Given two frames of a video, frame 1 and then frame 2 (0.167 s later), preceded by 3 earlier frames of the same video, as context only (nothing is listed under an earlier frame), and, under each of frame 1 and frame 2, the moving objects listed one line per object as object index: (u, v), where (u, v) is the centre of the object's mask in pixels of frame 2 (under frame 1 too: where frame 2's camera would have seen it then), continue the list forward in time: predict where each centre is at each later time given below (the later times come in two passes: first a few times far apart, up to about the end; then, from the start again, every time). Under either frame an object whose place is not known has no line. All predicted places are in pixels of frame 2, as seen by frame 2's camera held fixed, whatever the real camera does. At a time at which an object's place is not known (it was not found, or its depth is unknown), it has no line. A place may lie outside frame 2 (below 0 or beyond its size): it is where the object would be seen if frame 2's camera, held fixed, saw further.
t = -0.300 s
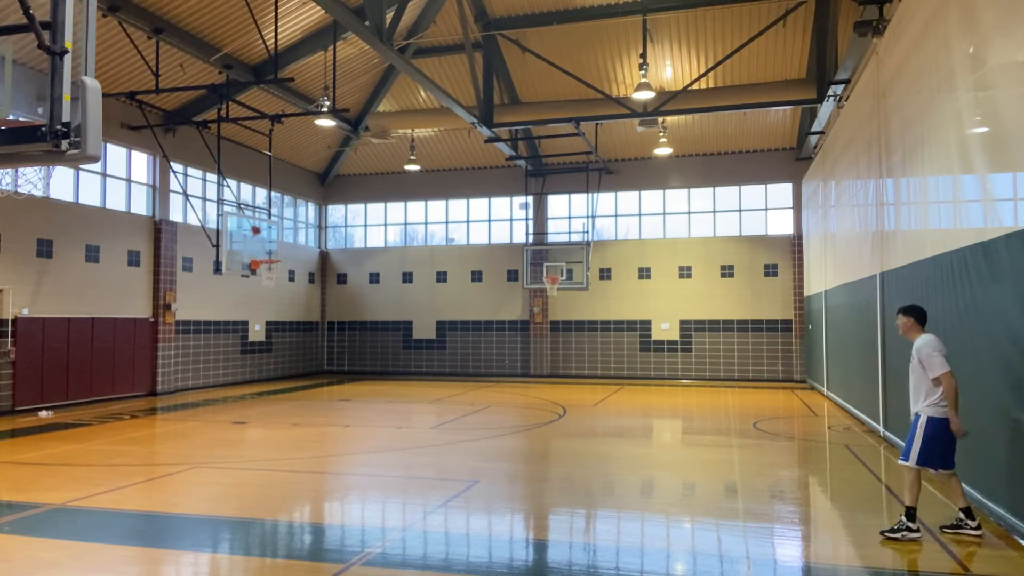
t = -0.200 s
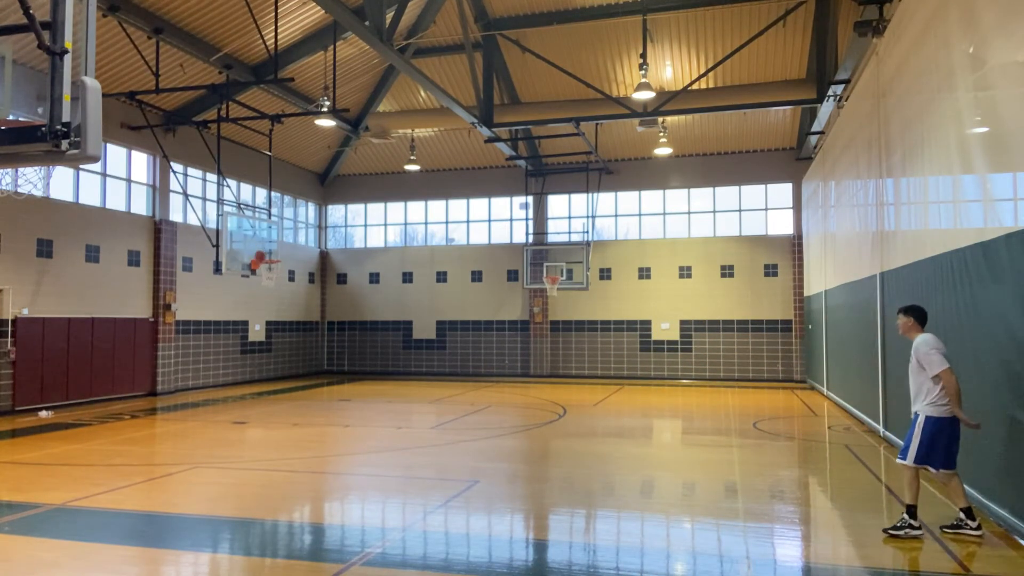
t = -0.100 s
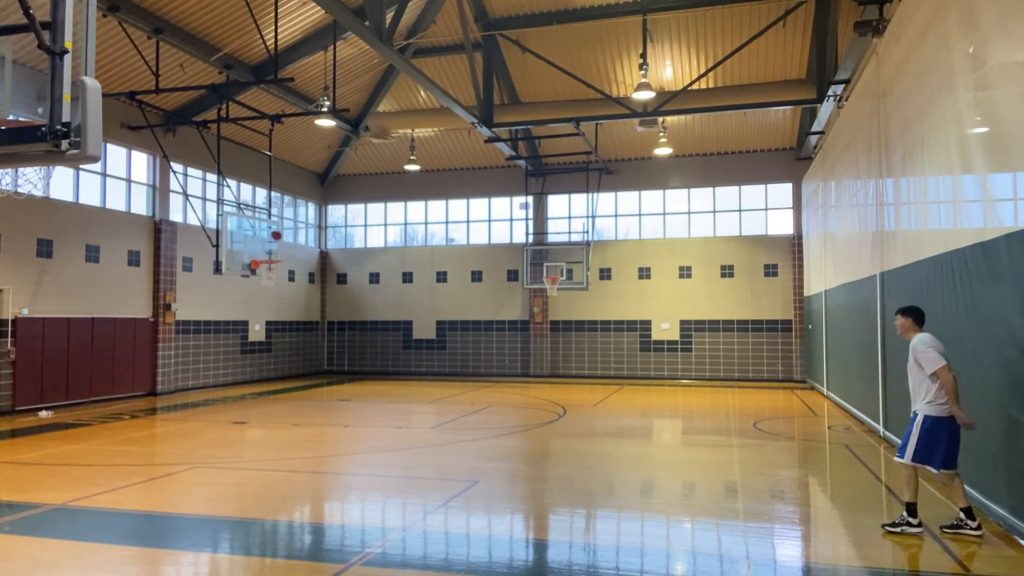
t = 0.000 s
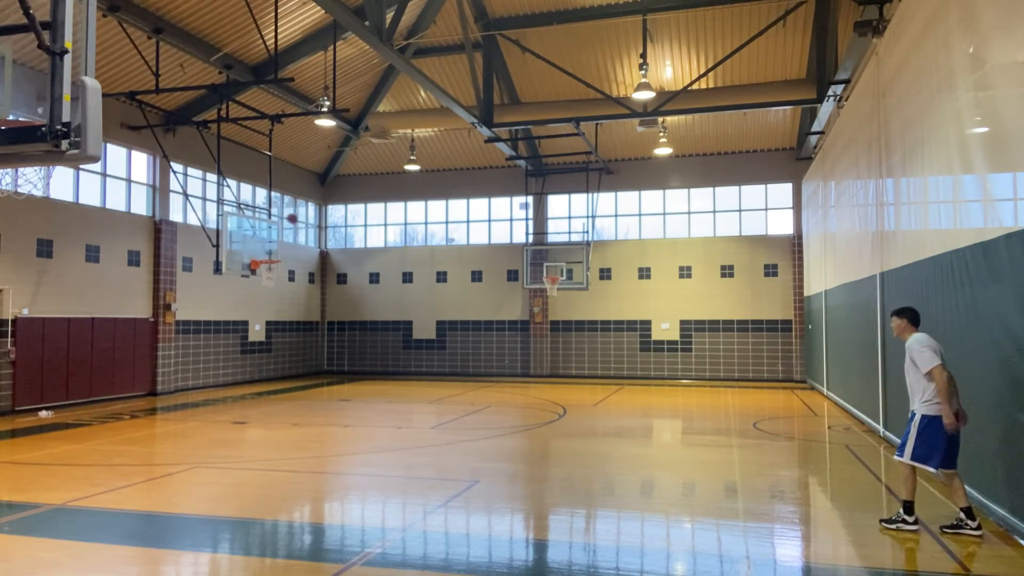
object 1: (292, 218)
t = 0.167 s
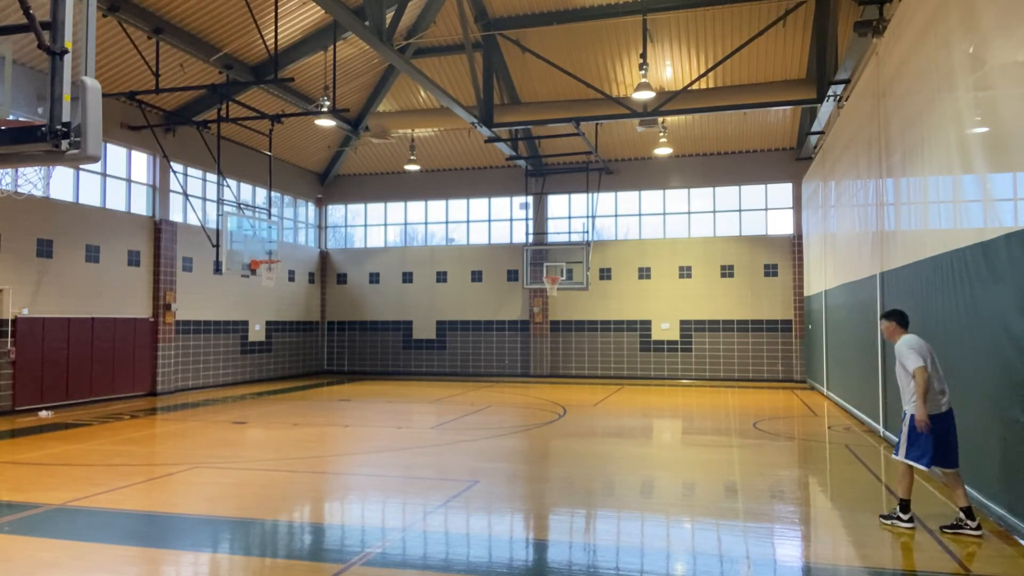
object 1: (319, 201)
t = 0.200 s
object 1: (324, 199)
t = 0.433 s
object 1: (363, 204)
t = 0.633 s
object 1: (396, 230)
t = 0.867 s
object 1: (436, 289)
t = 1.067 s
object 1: (469, 364)
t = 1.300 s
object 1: (508, 383)
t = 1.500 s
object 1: (542, 338)
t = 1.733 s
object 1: (582, 314)
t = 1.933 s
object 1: (619, 319)
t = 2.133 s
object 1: (654, 347)
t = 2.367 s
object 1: (699, 414)
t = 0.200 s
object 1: (324, 199)
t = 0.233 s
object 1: (329, 198)
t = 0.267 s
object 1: (334, 198)
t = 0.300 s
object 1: (339, 198)
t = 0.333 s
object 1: (346, 199)
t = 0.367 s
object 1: (352, 200)
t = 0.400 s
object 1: (357, 202)
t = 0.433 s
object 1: (363, 204)
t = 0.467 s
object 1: (368, 206)
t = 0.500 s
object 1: (374, 210)
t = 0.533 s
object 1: (379, 214)
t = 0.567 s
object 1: (385, 219)
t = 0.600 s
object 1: (390, 224)
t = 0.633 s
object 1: (396, 230)
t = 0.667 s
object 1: (402, 237)
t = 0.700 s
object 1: (408, 244)
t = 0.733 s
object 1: (413, 252)
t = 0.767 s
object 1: (419, 260)
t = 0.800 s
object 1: (424, 269)
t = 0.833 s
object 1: (430, 279)
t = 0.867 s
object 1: (436, 289)
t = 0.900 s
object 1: (441, 300)
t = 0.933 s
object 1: (447, 312)
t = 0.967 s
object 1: (452, 325)
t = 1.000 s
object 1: (458, 336)
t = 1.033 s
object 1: (464, 350)
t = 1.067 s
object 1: (469, 364)
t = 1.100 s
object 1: (475, 380)
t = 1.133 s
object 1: (480, 396)
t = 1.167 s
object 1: (486, 412)
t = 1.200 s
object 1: (491, 415)
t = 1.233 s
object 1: (497, 404)
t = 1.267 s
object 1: (503, 394)
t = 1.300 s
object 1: (508, 383)
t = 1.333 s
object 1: (513, 373)
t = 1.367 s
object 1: (519, 365)
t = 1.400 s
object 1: (525, 358)
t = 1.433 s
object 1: (531, 349)
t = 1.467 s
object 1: (536, 343)
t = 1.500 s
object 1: (542, 338)
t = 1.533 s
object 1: (548, 331)
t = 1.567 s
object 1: (554, 327)
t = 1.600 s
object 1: (558, 324)
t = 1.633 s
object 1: (565, 321)
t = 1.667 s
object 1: (571, 318)
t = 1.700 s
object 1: (576, 316)
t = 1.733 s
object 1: (582, 314)
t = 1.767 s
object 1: (589, 313)
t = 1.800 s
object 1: (594, 313)
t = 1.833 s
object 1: (600, 313)
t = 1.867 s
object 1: (606, 314)
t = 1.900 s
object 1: (612, 316)
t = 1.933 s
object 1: (619, 319)
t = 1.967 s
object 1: (624, 322)
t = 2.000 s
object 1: (631, 326)
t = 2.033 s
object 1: (637, 330)
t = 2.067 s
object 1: (643, 334)
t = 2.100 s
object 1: (648, 341)
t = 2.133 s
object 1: (654, 347)
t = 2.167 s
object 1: (661, 356)
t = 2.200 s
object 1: (667, 364)
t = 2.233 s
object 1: (674, 373)
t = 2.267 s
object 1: (680, 382)
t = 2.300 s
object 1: (686, 392)
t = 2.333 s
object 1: (693, 402)
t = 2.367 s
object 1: (699, 414)
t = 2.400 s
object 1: (705, 426)
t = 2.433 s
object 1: (712, 423)
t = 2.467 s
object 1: (718, 415)
